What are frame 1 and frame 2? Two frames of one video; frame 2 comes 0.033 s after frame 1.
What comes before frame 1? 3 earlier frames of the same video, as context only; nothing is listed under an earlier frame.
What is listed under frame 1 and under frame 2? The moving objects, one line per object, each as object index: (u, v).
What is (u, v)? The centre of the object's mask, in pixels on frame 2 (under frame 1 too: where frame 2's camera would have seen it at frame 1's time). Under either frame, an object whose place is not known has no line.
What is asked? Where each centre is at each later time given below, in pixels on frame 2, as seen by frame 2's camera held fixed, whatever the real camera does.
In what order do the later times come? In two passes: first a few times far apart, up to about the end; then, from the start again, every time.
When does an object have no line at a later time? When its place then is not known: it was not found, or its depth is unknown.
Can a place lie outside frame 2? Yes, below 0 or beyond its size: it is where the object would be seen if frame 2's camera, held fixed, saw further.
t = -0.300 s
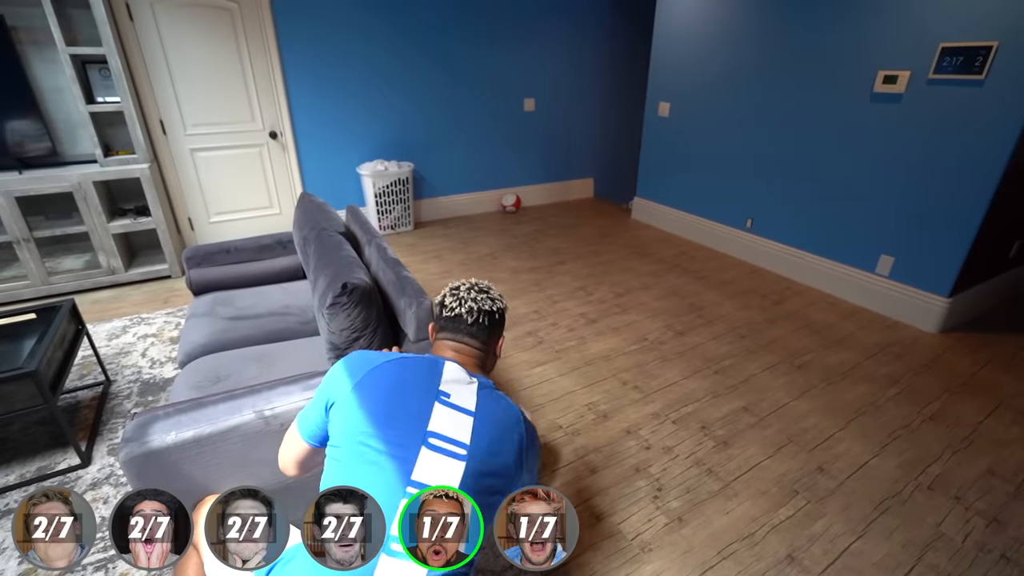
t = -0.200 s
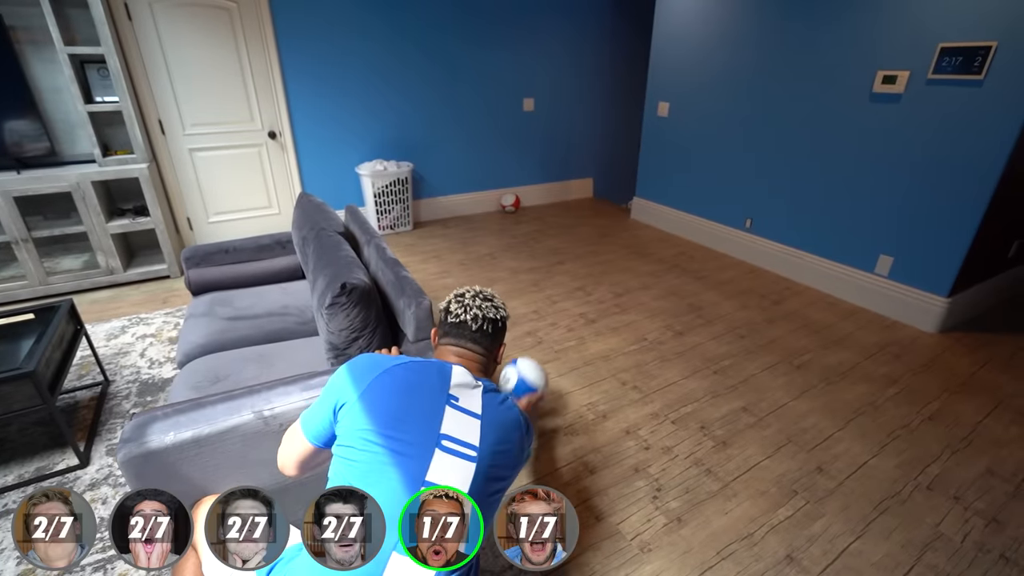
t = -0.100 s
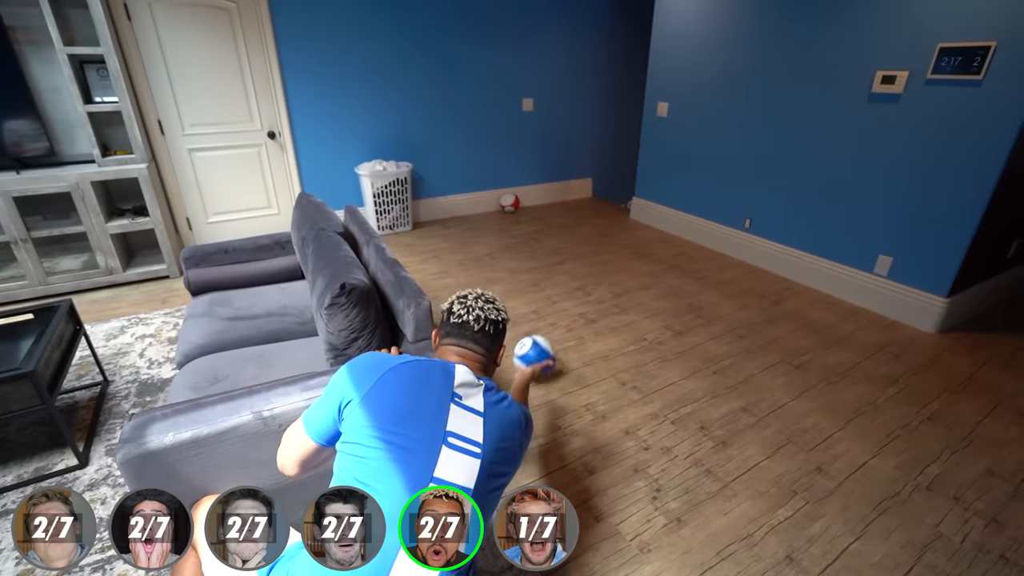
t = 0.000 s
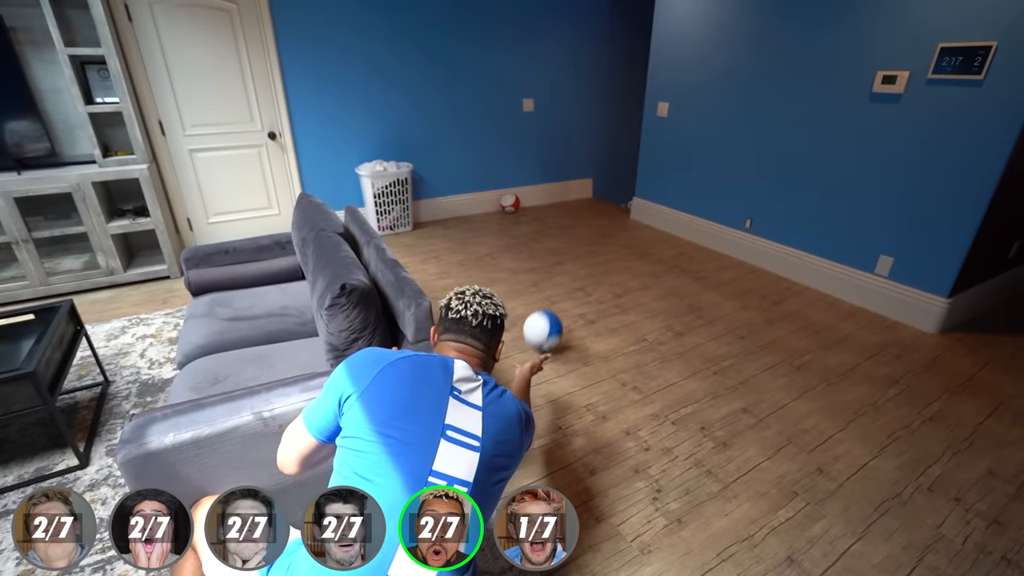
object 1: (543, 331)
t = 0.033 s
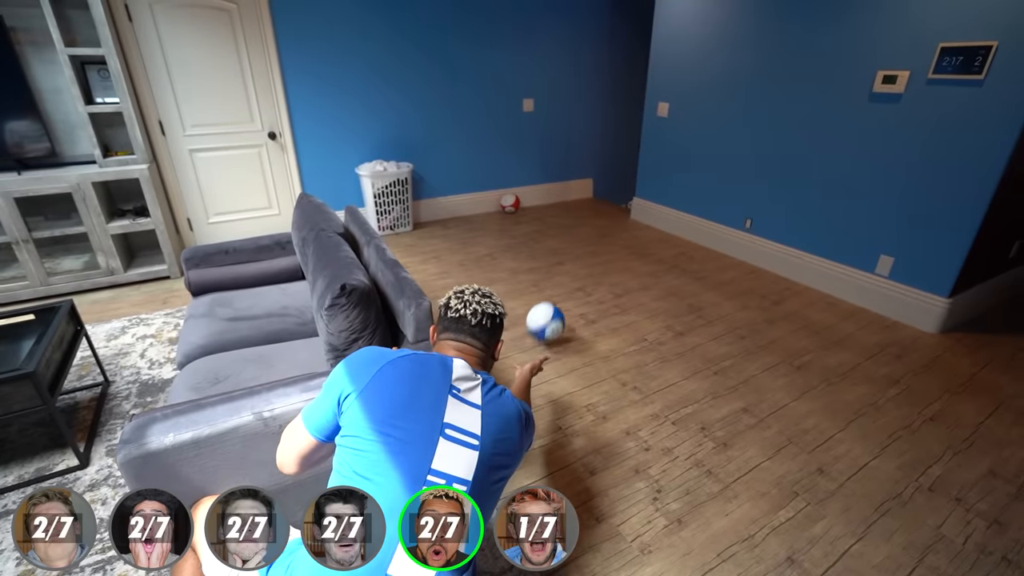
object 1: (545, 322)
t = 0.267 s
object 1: (559, 290)
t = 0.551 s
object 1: (572, 261)
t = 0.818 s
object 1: (584, 240)
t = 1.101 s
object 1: (593, 223)
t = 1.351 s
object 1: (601, 212)
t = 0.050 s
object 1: (546, 318)
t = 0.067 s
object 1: (548, 317)
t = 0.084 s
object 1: (549, 314)
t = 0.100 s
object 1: (549, 313)
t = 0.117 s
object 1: (550, 312)
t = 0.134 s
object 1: (551, 312)
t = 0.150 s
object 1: (553, 310)
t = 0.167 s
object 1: (553, 305)
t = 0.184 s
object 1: (554, 302)
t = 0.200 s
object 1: (555, 298)
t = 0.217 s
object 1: (556, 296)
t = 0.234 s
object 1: (557, 293)
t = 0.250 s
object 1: (558, 291)
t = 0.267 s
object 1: (559, 290)
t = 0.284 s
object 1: (560, 288)
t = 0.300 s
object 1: (560, 288)
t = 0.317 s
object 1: (561, 286)
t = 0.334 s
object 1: (562, 284)
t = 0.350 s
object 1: (563, 281)
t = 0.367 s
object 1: (564, 279)
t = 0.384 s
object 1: (565, 277)
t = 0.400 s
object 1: (566, 275)
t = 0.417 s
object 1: (566, 274)
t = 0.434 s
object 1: (567, 273)
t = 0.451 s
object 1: (567, 271)
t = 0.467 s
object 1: (568, 270)
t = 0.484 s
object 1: (569, 268)
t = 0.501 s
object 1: (570, 266)
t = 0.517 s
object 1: (570, 265)
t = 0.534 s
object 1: (571, 263)
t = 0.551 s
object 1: (572, 261)
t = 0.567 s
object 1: (573, 259)
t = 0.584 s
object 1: (574, 259)
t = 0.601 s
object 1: (574, 257)
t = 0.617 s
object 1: (575, 256)
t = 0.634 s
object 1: (575, 255)
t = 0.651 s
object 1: (576, 254)
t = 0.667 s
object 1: (577, 252)
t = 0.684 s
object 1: (578, 250)
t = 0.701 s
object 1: (579, 249)
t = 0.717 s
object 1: (580, 248)
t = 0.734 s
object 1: (580, 247)
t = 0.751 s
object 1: (581, 245)
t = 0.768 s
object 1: (582, 244)
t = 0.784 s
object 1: (582, 243)
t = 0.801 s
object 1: (583, 242)
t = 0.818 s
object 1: (584, 240)
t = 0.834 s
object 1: (584, 240)
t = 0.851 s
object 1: (584, 238)
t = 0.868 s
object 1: (585, 236)
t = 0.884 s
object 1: (586, 236)
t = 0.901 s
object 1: (587, 234)
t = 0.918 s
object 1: (587, 234)
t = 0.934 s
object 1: (588, 233)
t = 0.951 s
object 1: (588, 232)
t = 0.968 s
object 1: (589, 231)
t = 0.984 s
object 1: (589, 230)
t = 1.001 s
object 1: (590, 229)
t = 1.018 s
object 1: (590, 228)
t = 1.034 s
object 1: (591, 226)
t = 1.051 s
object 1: (591, 225)
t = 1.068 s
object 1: (592, 225)
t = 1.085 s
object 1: (593, 224)
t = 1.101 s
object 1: (593, 223)
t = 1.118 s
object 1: (594, 222)
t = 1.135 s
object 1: (594, 221)
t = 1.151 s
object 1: (595, 220)
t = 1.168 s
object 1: (595, 219)
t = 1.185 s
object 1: (596, 219)
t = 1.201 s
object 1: (596, 218)
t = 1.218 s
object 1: (597, 217)
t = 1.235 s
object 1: (597, 216)
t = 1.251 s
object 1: (598, 215)
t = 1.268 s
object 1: (598, 215)
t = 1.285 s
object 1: (599, 214)
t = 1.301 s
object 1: (600, 213)
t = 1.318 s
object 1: (600, 213)
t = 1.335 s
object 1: (600, 212)
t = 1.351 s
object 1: (601, 212)
